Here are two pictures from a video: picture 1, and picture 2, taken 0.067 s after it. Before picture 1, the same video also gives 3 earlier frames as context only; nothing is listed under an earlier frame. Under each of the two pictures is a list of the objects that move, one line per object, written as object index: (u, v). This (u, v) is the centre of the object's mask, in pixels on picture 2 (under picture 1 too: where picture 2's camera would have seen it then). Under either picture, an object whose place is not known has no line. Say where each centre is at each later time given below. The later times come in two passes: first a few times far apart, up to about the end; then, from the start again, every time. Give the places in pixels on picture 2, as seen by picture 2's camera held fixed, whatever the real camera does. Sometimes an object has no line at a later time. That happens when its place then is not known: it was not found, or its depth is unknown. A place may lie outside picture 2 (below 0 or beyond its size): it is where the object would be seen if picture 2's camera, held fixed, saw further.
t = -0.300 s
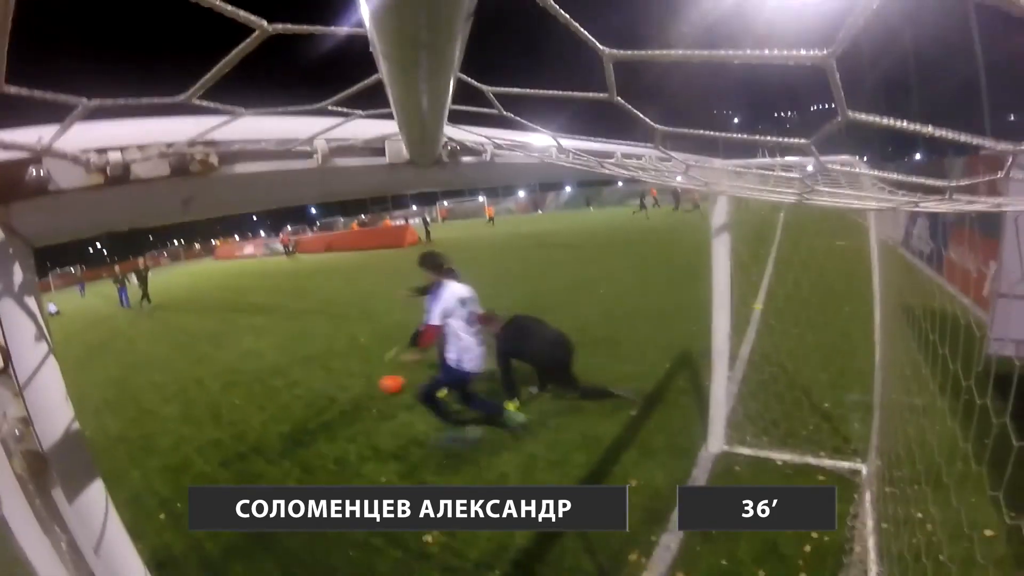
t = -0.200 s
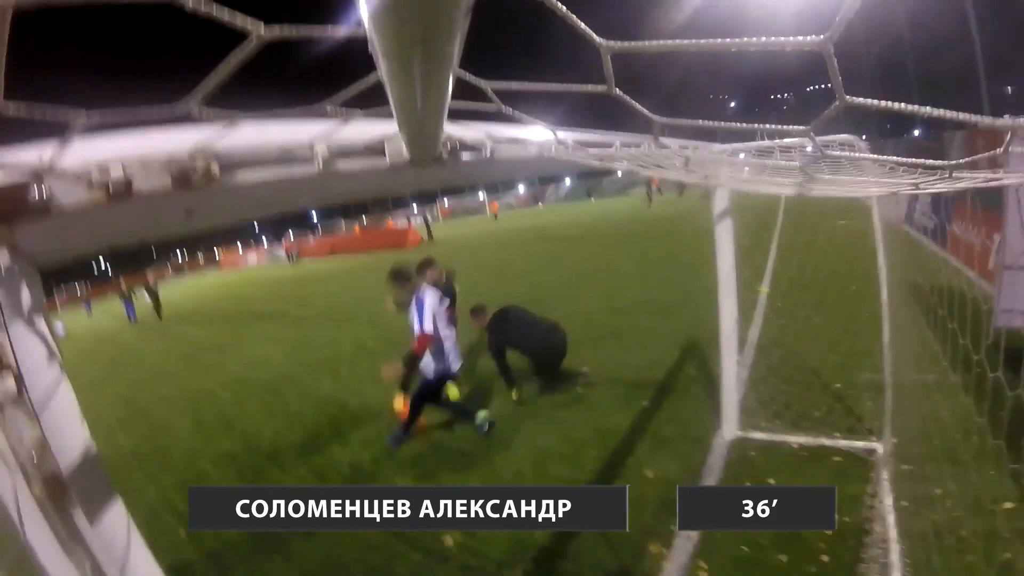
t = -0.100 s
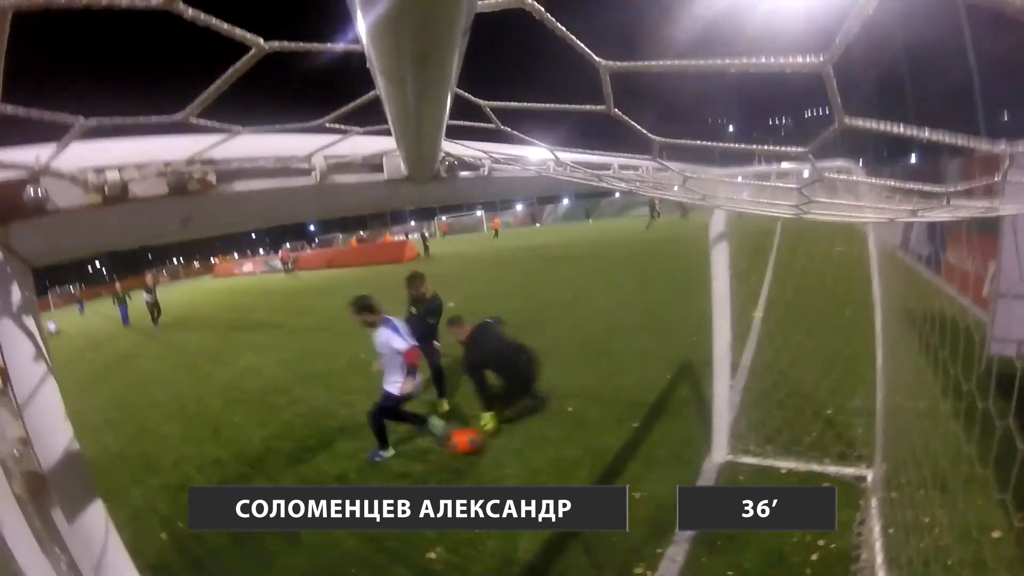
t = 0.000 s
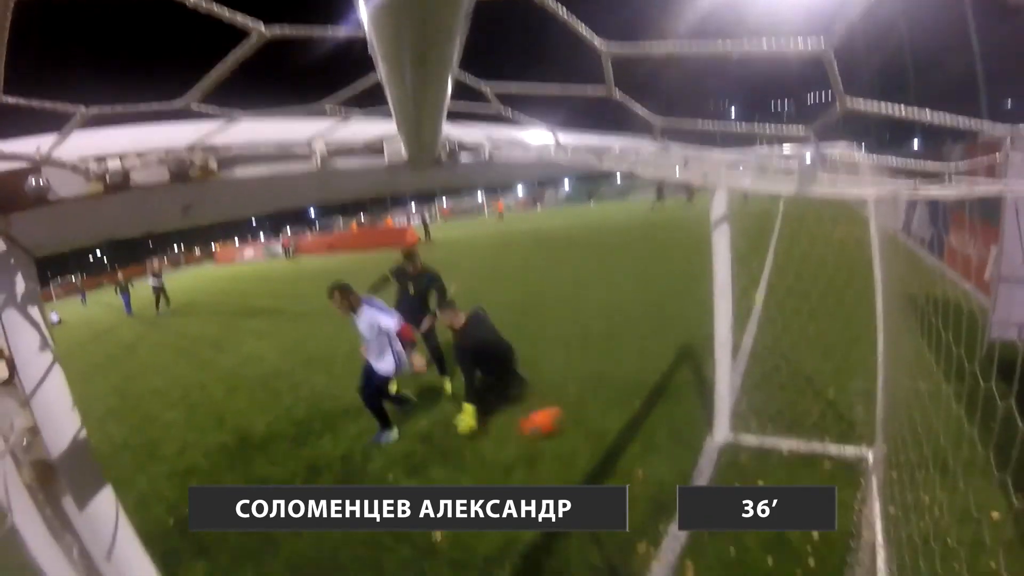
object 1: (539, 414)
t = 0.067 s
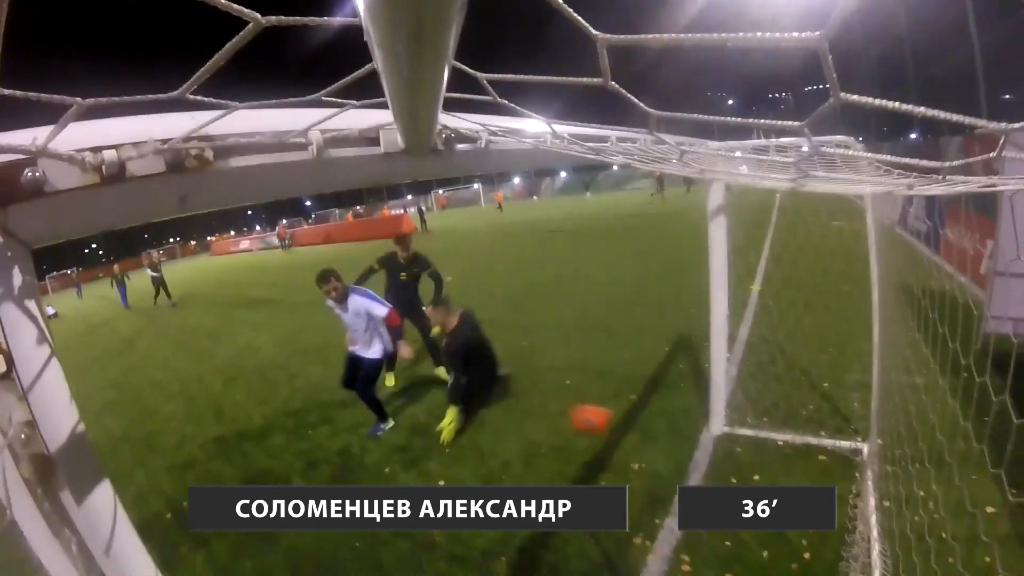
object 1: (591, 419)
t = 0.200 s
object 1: (694, 430)
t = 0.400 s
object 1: (818, 427)
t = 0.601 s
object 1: (818, 402)
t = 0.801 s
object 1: (753, 403)
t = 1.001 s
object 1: (749, 419)
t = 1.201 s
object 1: (747, 435)
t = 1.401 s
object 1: (746, 447)
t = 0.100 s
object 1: (621, 424)
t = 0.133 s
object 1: (649, 432)
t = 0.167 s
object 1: (675, 434)
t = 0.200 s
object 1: (694, 430)
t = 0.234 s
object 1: (717, 427)
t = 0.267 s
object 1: (742, 424)
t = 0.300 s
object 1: (762, 424)
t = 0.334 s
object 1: (782, 426)
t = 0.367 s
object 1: (803, 428)
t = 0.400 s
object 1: (818, 427)
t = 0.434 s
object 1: (833, 426)
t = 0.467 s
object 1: (846, 425)
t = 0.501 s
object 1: (853, 423)
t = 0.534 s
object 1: (843, 416)
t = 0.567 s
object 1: (831, 407)
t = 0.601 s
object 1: (818, 402)
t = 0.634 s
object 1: (808, 399)
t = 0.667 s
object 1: (795, 397)
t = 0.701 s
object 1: (783, 397)
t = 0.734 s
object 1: (772, 398)
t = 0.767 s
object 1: (760, 400)
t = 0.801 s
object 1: (753, 403)
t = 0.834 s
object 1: (749, 405)
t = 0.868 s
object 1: (749, 407)
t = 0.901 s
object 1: (750, 411)
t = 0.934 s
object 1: (749, 415)
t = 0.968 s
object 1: (749, 419)
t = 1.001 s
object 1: (749, 419)
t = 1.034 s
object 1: (749, 419)
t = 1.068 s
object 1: (748, 420)
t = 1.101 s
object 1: (748, 423)
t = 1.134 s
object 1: (747, 427)
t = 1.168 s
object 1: (747, 430)
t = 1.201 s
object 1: (747, 435)
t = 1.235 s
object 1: (747, 437)
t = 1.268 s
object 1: (746, 439)
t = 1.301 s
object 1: (746, 441)
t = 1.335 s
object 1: (747, 442)
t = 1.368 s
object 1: (746, 445)
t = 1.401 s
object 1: (746, 447)
